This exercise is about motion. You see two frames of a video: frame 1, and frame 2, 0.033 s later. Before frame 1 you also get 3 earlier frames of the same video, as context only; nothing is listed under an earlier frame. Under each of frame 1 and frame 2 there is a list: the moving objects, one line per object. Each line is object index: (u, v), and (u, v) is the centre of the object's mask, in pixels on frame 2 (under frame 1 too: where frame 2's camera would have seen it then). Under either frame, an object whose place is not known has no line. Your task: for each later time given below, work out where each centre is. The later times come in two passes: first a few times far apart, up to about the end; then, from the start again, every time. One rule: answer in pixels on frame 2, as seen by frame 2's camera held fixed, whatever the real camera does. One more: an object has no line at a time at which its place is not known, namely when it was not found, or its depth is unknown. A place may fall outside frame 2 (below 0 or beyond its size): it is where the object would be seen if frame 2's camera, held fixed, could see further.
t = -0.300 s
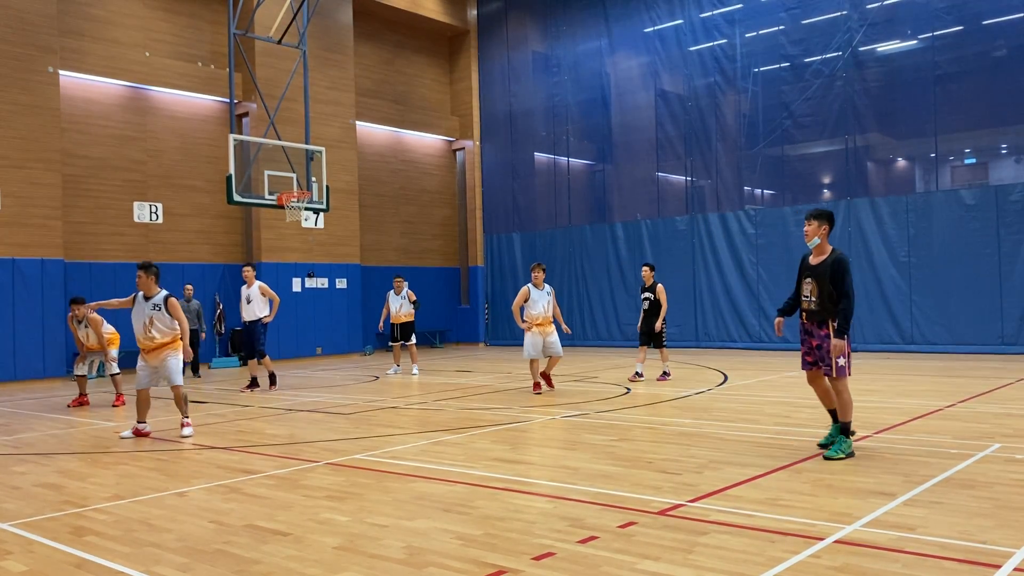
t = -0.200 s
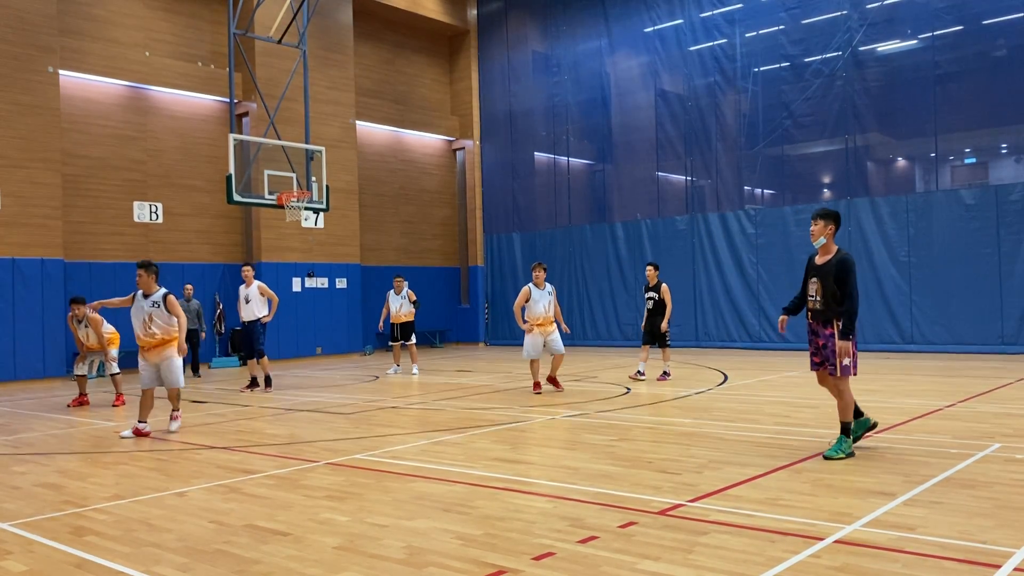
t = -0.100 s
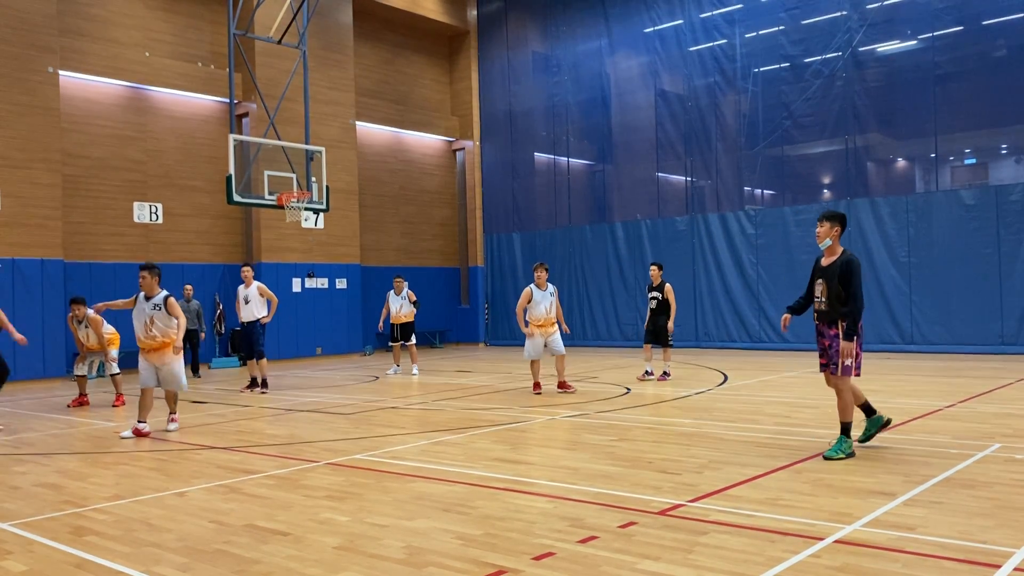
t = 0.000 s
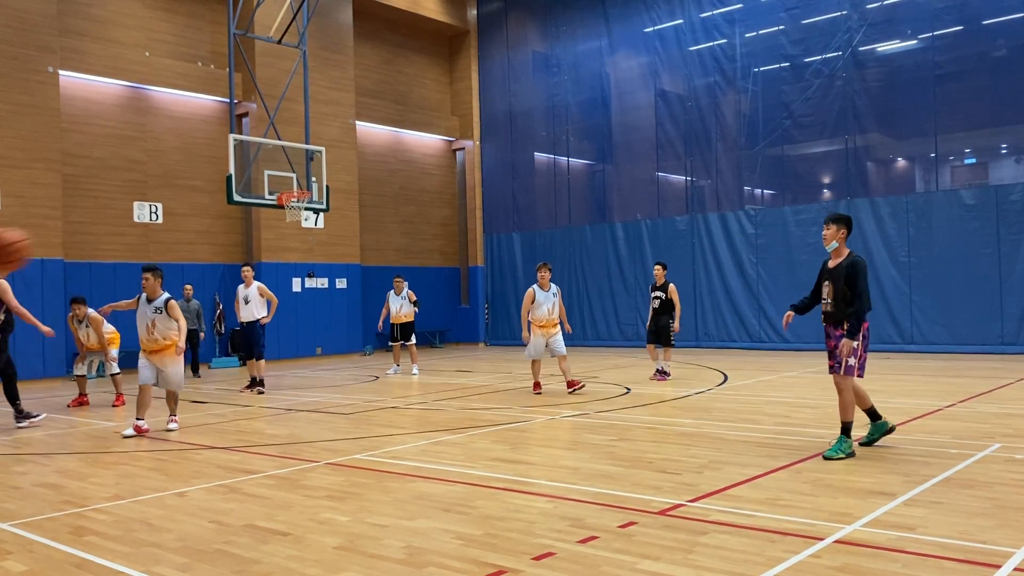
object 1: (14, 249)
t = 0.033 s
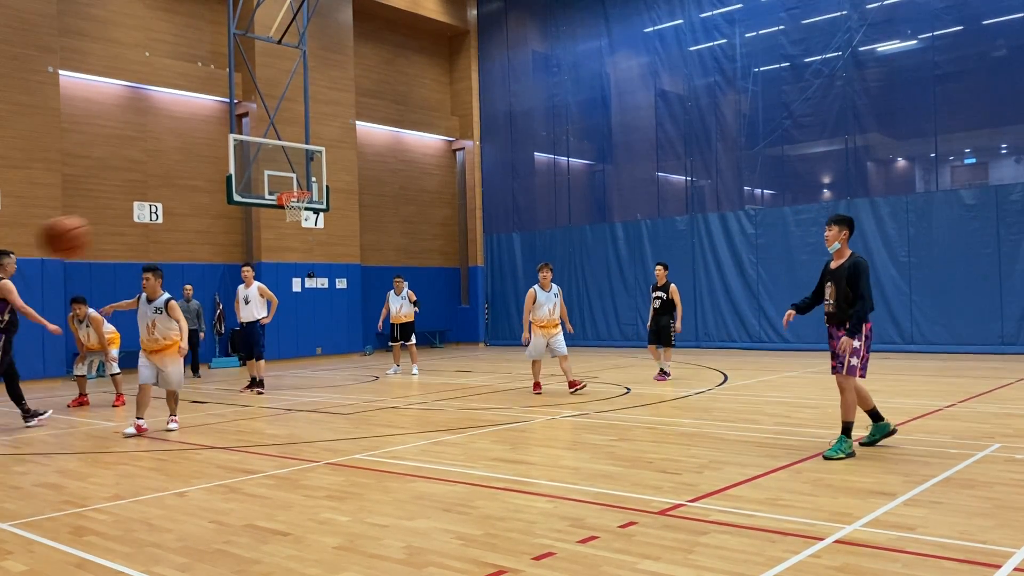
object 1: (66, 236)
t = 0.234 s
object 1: (377, 208)
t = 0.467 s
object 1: (660, 253)
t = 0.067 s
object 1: (121, 228)
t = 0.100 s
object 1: (180, 218)
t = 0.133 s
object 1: (229, 213)
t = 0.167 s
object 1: (282, 211)
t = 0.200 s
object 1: (334, 209)
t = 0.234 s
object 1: (377, 208)
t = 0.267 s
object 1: (423, 210)
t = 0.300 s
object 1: (466, 214)
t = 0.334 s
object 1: (507, 219)
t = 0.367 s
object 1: (548, 226)
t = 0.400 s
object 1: (586, 234)
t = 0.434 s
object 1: (624, 243)
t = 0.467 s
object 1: (660, 253)
